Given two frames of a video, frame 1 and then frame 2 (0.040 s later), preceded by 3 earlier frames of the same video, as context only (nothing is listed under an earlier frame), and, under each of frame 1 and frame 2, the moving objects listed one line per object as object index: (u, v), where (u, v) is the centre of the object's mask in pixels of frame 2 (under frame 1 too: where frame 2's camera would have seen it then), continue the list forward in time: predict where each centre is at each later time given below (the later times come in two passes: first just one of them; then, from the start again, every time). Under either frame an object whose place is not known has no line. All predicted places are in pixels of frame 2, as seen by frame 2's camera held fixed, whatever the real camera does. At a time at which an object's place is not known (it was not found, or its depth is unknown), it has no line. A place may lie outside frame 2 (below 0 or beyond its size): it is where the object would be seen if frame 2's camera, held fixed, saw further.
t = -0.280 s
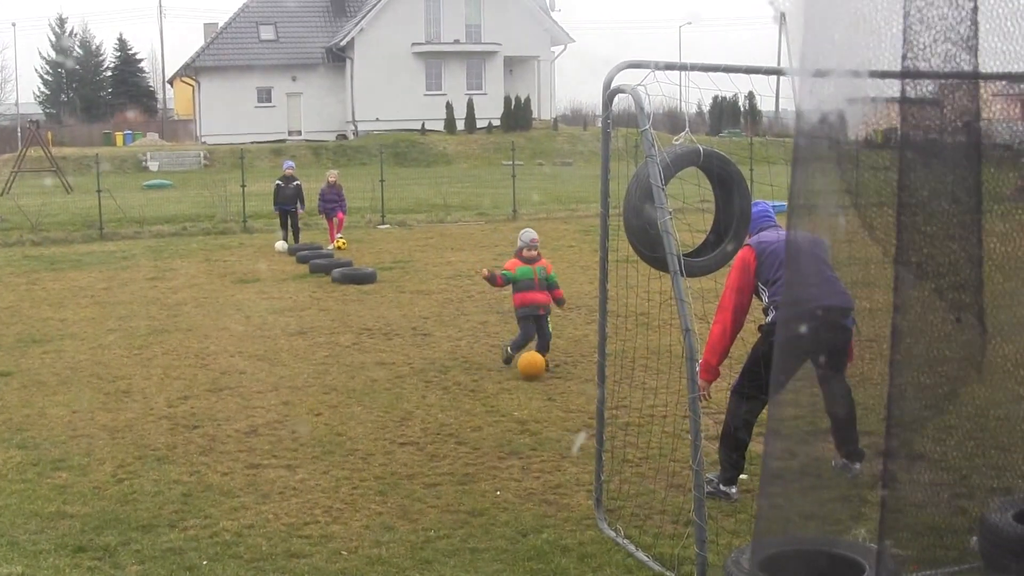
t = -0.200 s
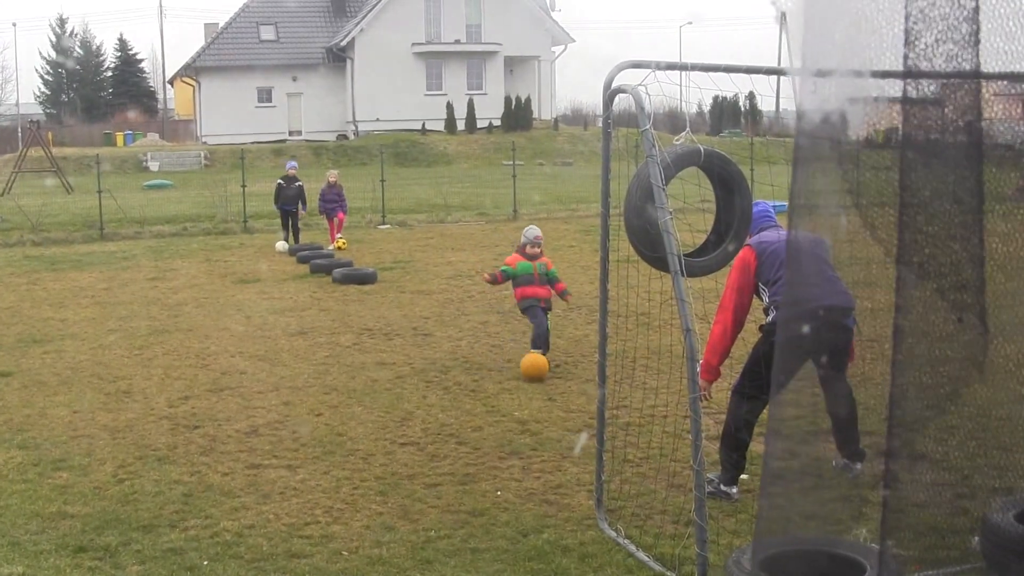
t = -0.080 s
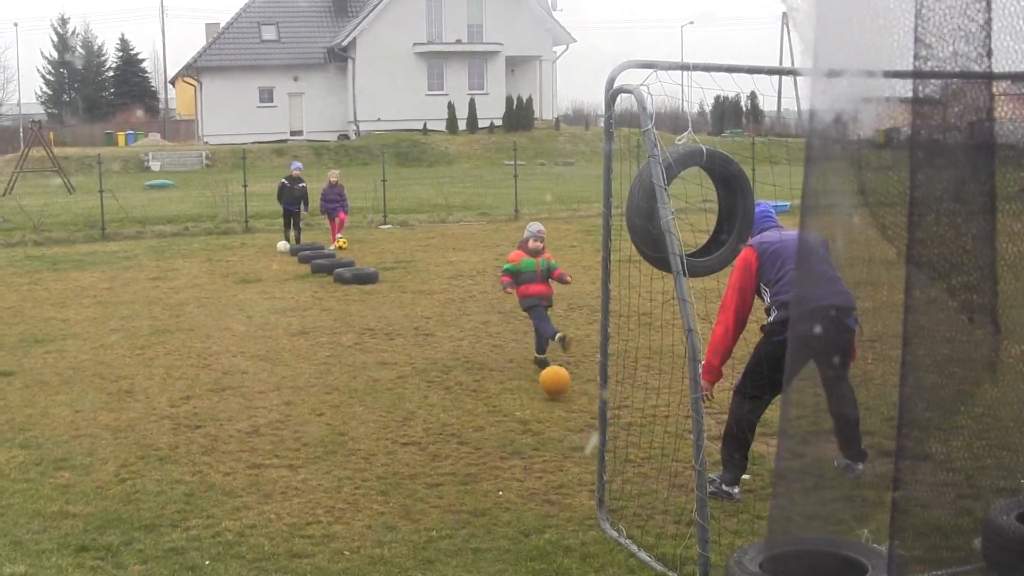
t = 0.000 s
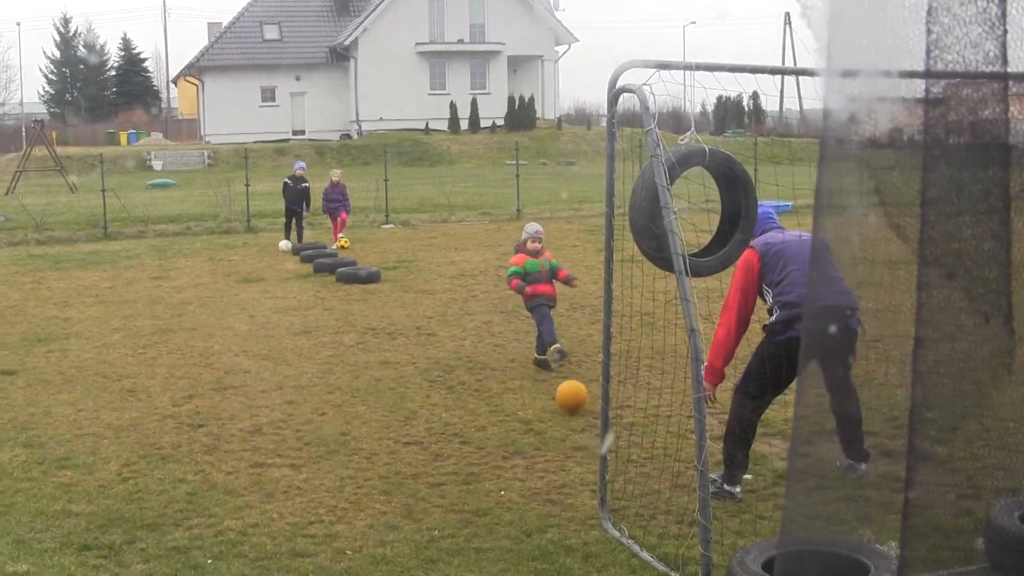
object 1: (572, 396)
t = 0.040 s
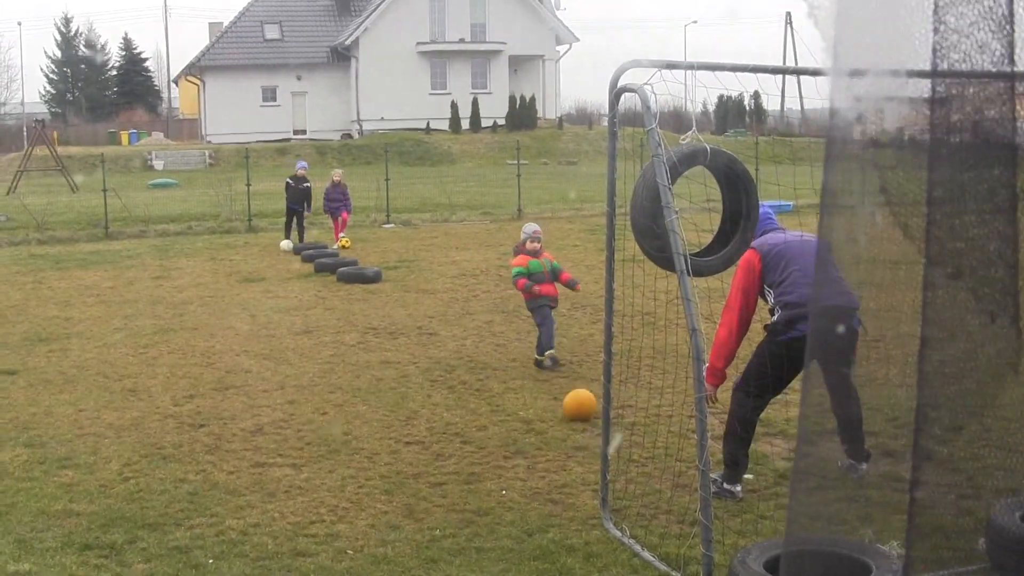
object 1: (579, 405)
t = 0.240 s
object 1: (619, 435)
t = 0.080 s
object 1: (586, 407)
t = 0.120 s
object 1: (590, 408)
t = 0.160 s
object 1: (593, 413)
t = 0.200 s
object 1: (610, 422)
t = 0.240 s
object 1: (619, 435)
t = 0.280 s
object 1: (622, 442)
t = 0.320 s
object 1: (627, 446)
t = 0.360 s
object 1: (637, 452)
